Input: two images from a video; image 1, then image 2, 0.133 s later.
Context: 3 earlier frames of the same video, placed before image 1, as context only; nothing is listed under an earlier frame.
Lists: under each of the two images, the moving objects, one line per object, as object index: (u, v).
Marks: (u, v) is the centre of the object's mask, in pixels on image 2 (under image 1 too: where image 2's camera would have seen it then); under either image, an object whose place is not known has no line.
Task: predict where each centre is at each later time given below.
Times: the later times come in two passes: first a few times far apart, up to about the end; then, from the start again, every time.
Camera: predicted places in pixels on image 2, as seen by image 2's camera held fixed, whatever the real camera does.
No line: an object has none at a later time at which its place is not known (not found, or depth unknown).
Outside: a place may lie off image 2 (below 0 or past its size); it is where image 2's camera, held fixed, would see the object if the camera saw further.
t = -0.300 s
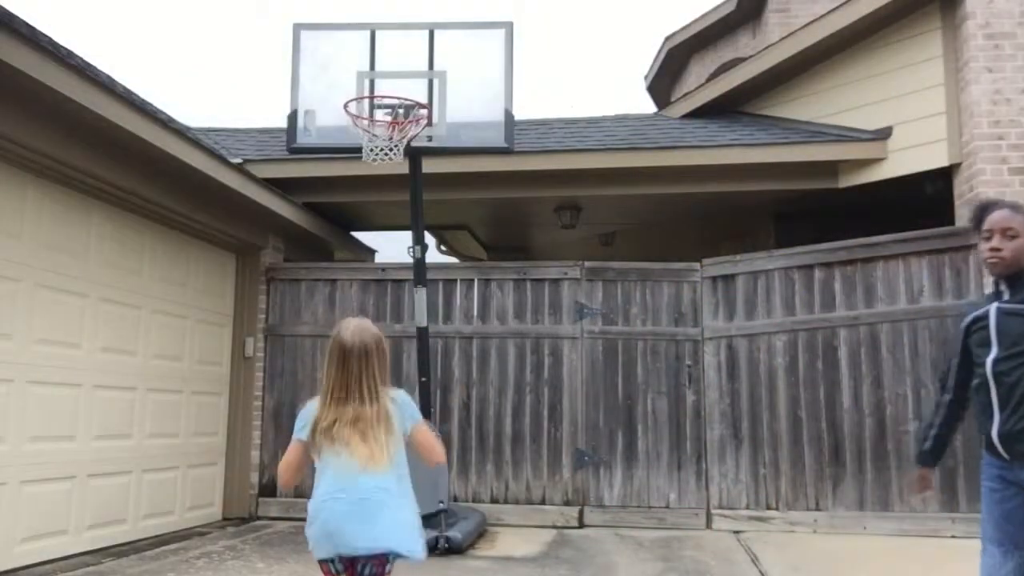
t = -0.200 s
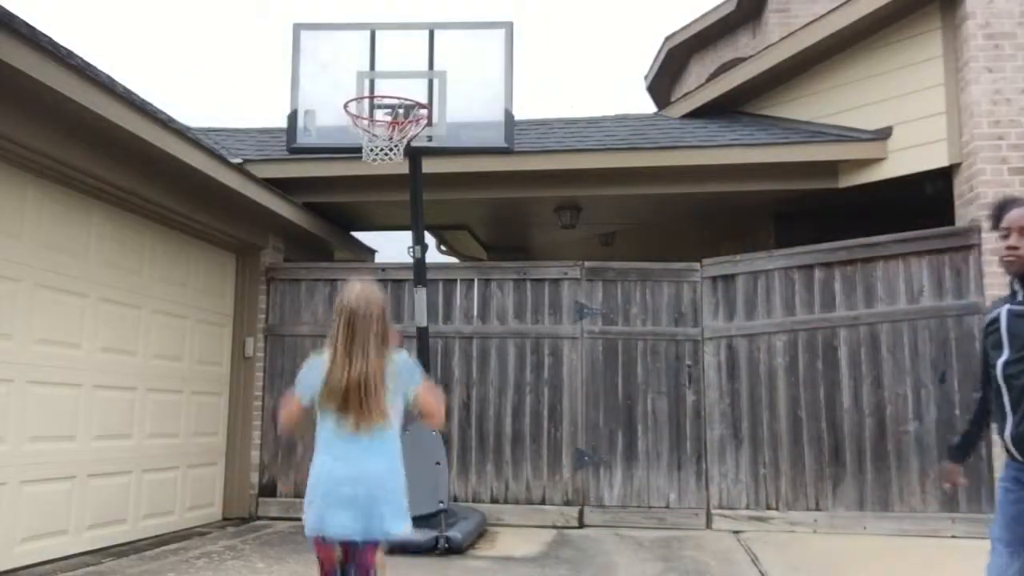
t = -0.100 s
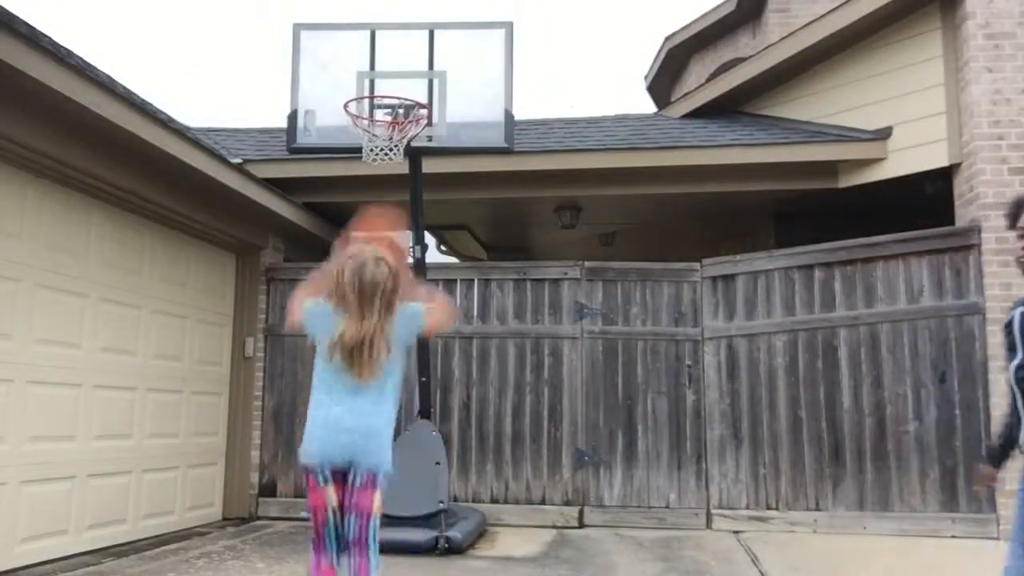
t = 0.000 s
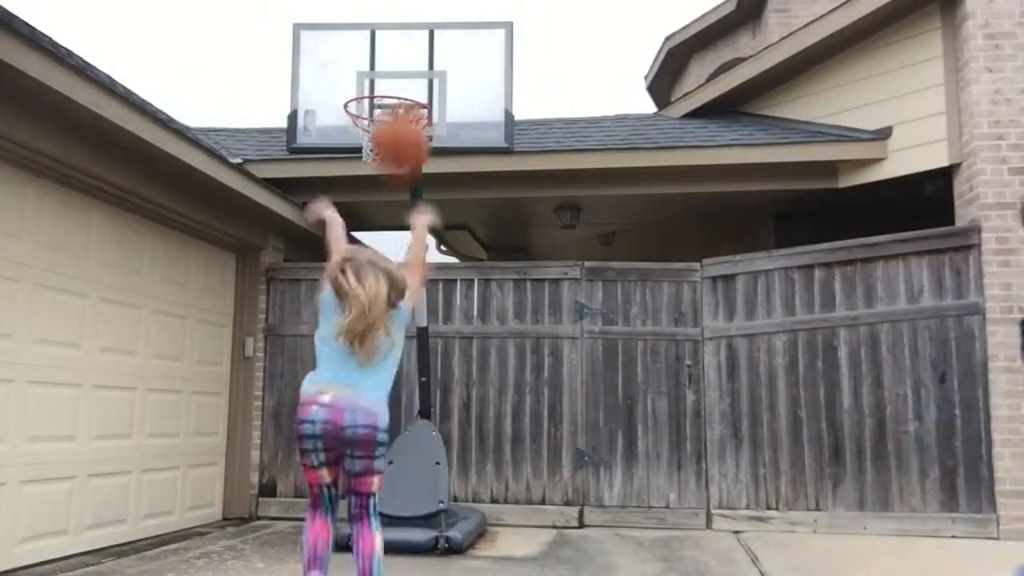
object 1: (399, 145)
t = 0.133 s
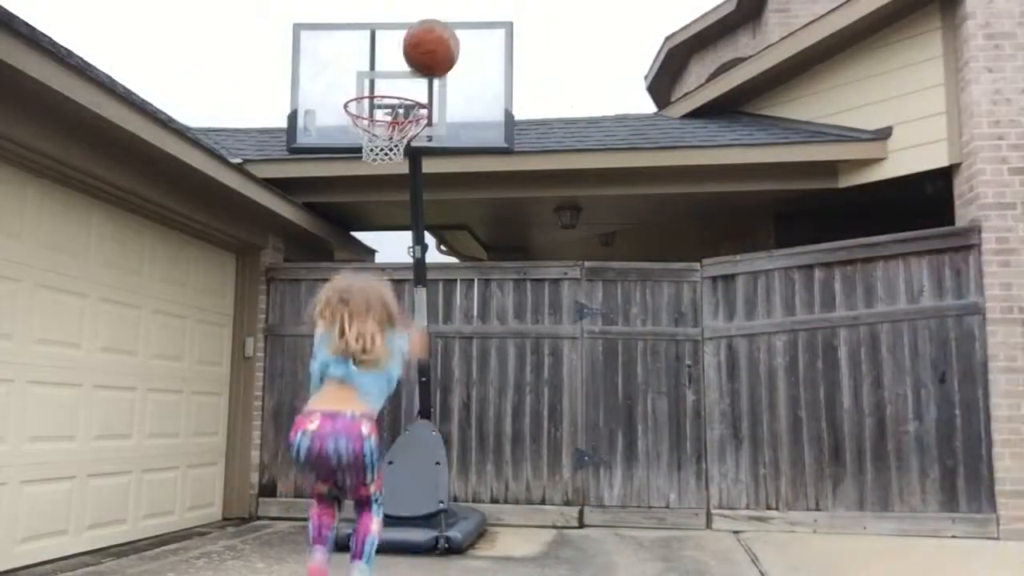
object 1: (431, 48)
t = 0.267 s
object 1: (454, 18)
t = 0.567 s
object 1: (491, 63)
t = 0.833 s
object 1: (514, 203)
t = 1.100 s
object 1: (532, 426)
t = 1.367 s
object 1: (548, 405)
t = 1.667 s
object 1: (565, 289)
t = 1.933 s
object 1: (581, 293)
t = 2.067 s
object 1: (590, 331)
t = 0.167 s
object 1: (437, 35)
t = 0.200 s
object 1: (443, 26)
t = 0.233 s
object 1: (448, 21)
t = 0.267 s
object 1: (454, 18)
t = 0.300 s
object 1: (459, 17)
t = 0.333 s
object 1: (463, 16)
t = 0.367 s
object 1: (468, 17)
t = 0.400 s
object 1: (472, 19)
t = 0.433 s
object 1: (476, 23)
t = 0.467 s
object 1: (480, 30)
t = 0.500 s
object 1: (484, 40)
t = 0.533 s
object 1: (488, 50)
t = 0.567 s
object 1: (491, 63)
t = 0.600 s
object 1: (494, 77)
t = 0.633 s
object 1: (498, 93)
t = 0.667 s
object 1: (501, 105)
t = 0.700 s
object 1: (504, 122)
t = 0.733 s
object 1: (506, 139)
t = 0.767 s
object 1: (508, 161)
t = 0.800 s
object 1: (511, 181)
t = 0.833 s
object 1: (514, 203)
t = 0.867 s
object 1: (516, 228)
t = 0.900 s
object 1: (518, 250)
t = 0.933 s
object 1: (520, 273)
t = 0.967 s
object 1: (524, 304)
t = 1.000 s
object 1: (526, 333)
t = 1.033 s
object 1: (529, 362)
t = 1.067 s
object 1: (531, 395)
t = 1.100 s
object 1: (532, 426)
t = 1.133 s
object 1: (533, 459)
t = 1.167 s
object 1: (536, 492)
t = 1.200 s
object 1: (539, 526)
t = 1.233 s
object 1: (541, 504)
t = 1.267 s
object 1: (543, 478)
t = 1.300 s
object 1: (545, 451)
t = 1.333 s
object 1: (546, 428)
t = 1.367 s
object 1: (548, 405)
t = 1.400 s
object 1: (551, 385)
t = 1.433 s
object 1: (551, 367)
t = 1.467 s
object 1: (554, 351)
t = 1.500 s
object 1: (557, 337)
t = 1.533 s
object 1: (559, 323)
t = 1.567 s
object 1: (561, 312)
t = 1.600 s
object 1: (563, 303)
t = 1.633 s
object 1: (564, 295)
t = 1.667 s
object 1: (565, 289)
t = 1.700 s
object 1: (569, 284)
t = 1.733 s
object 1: (570, 281)
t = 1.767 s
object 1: (572, 280)
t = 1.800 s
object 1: (574, 280)
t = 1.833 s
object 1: (575, 281)
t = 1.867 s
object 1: (577, 283)
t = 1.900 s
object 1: (579, 288)
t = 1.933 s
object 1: (581, 293)
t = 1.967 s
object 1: (584, 300)
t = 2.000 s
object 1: (585, 309)
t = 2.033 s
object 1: (587, 319)
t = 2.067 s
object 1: (590, 331)
